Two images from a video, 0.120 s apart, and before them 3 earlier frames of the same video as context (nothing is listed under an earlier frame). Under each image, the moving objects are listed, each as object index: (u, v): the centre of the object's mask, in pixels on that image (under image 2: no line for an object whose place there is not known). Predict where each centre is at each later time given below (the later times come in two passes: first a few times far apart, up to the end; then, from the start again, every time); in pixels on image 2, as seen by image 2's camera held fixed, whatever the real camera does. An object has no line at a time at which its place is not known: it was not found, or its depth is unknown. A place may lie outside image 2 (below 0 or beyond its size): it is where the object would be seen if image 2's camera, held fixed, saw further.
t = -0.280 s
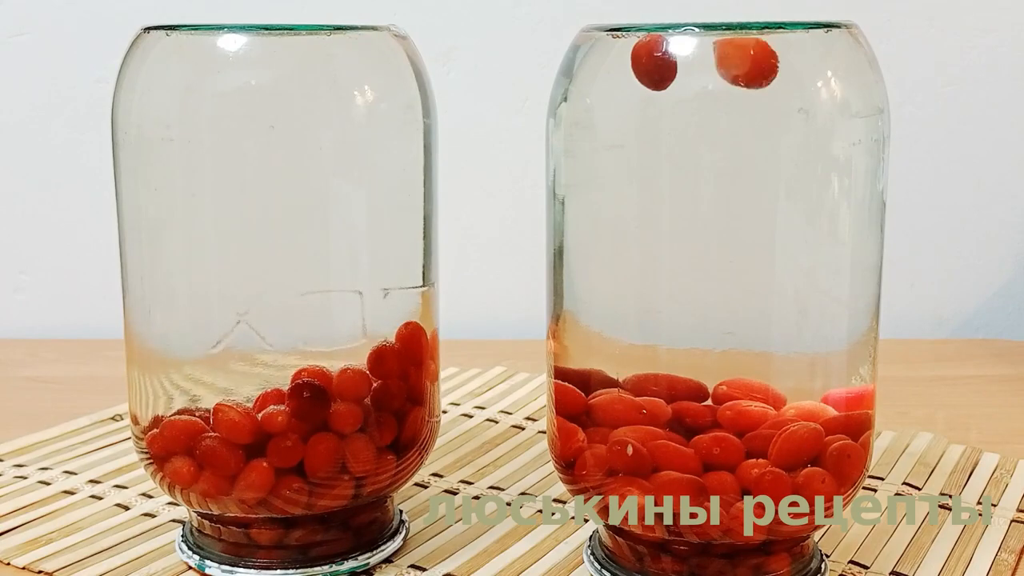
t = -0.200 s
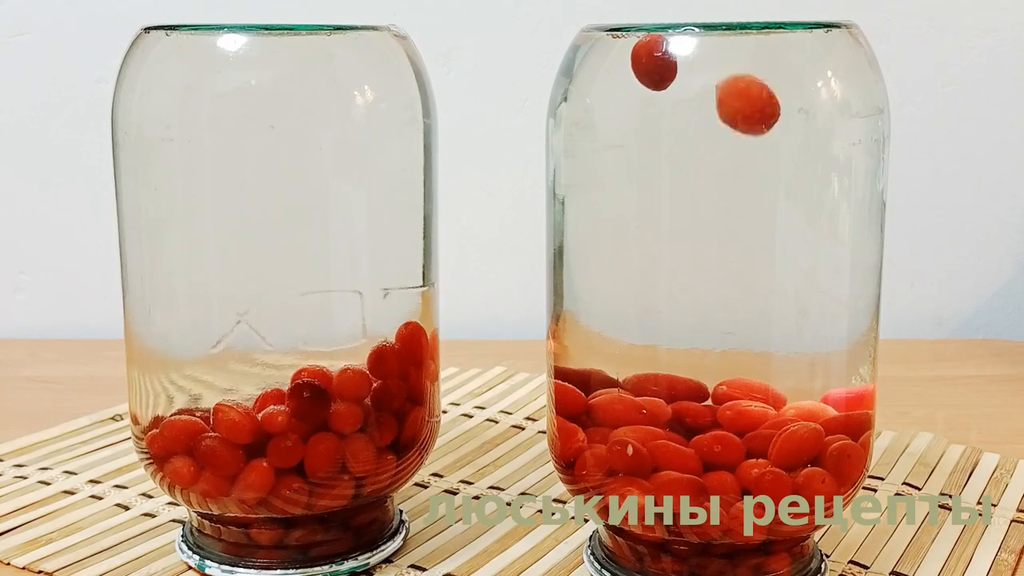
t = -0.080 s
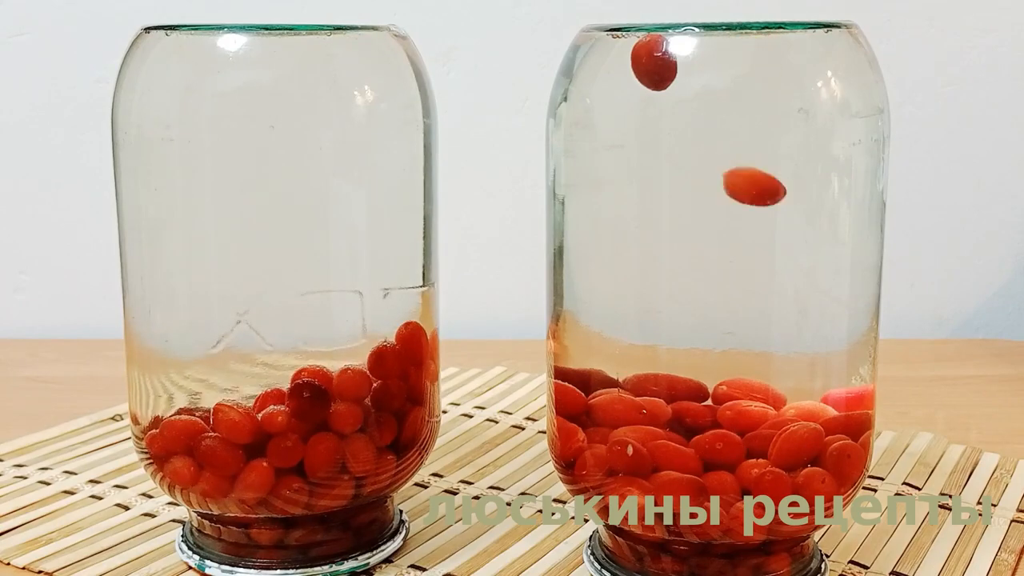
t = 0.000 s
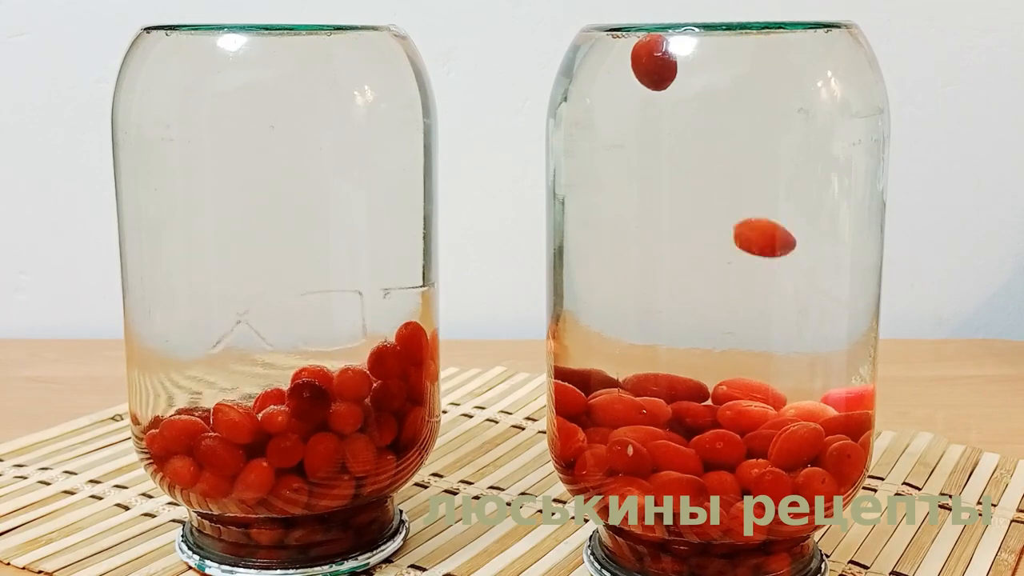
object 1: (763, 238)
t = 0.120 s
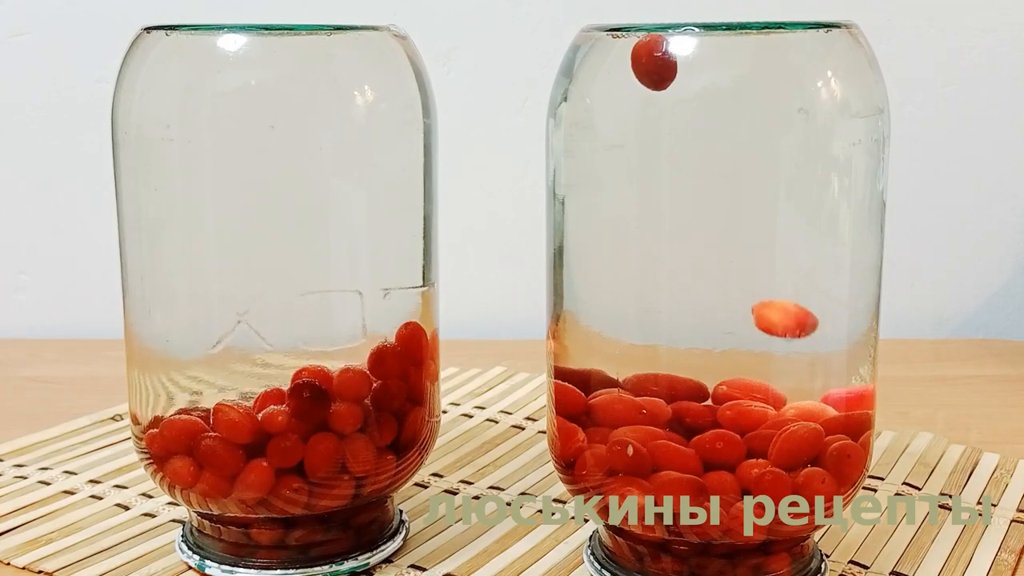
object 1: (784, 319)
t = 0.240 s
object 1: (801, 390)
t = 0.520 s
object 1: (803, 402)
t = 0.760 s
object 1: (810, 402)
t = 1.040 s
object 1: (810, 402)
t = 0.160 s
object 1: (792, 347)
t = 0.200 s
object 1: (799, 375)
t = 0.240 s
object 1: (801, 390)
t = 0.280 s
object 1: (804, 395)
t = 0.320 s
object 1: (806, 401)
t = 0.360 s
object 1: (806, 400)
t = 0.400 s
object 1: (804, 401)
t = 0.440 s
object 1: (802, 402)
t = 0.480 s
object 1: (802, 402)
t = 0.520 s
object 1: (803, 402)
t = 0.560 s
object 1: (805, 401)
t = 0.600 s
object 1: (808, 401)
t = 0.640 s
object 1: (810, 401)
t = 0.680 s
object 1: (812, 400)
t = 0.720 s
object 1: (811, 402)
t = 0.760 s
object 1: (810, 402)
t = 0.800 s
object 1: (810, 402)
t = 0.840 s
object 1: (810, 402)
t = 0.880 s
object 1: (810, 402)
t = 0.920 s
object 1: (810, 402)
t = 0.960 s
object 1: (810, 402)
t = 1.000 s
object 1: (810, 402)
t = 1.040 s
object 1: (810, 402)
